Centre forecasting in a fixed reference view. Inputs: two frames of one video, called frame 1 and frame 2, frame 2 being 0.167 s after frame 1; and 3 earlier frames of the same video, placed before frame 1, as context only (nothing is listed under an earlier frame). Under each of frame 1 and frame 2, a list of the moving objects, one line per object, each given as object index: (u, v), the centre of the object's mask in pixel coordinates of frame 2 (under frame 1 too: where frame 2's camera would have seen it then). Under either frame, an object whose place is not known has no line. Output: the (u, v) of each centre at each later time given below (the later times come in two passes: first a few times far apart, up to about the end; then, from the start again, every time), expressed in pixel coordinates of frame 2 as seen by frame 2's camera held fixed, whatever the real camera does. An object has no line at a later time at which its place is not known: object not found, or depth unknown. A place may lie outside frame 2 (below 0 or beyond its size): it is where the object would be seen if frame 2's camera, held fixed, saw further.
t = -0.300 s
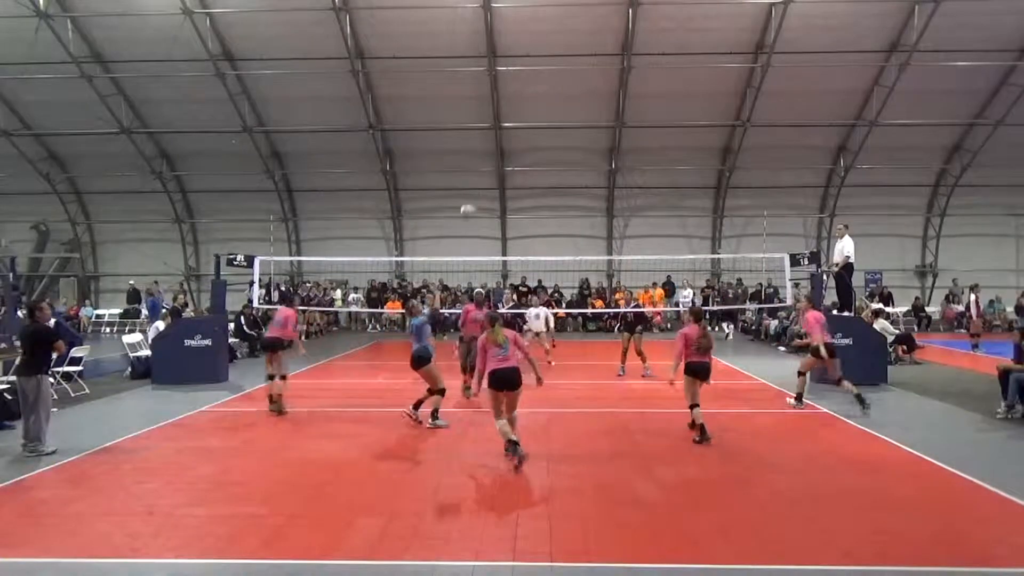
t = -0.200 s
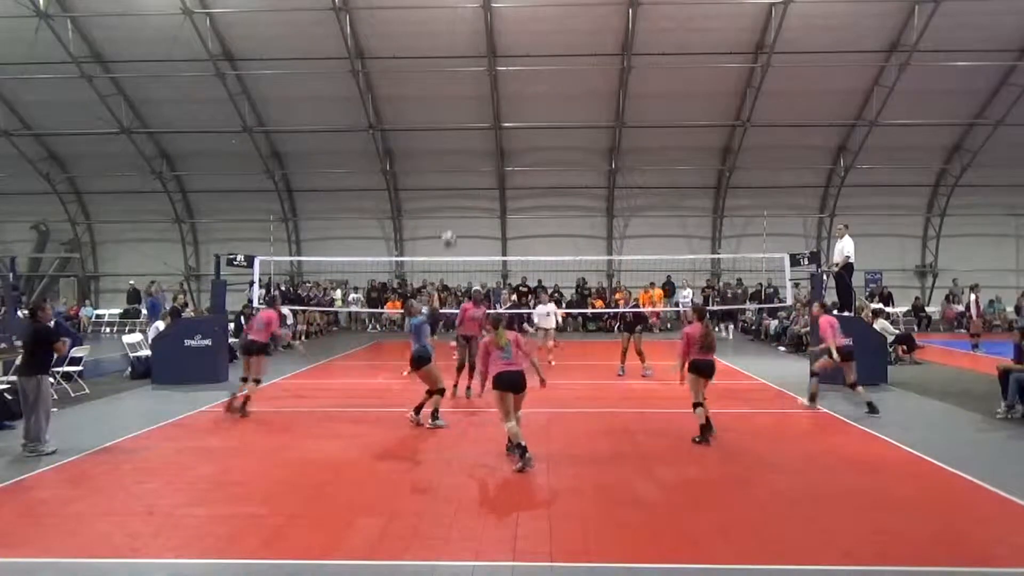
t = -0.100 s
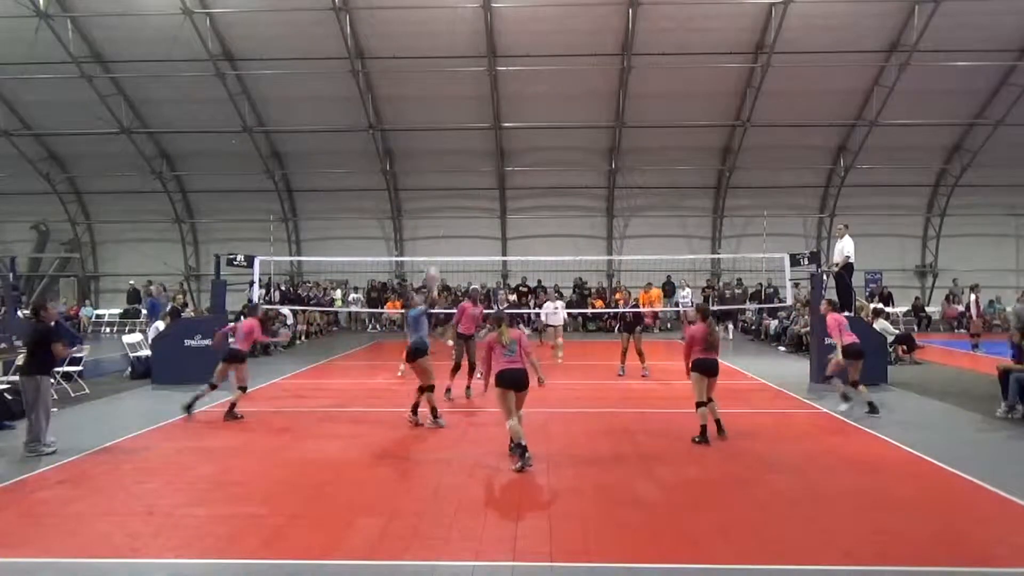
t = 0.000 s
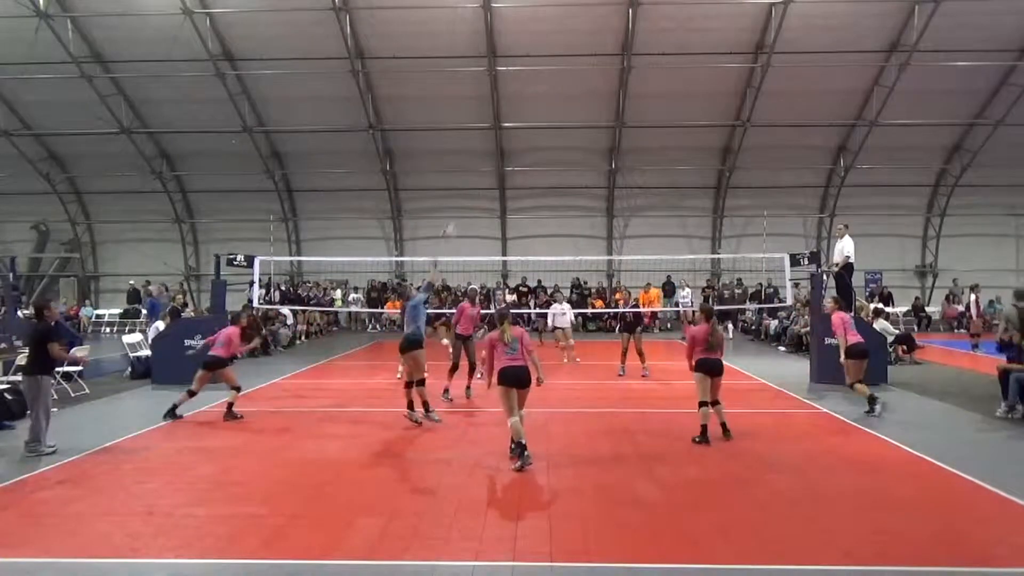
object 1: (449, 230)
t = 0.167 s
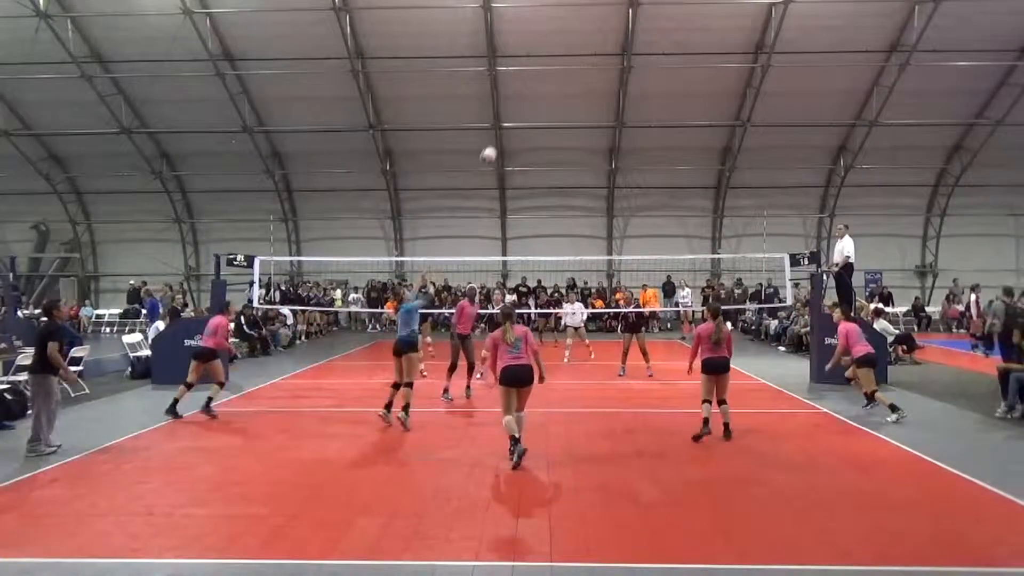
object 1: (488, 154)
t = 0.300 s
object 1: (518, 110)
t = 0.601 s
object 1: (575, 66)
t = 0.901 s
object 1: (625, 83)
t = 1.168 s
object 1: (664, 140)
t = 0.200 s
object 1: (496, 142)
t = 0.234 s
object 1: (504, 130)
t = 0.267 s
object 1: (511, 119)
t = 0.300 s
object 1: (518, 110)
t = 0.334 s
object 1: (525, 102)
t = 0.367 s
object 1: (531, 94)
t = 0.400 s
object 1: (538, 88)
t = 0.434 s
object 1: (544, 82)
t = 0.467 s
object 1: (550, 78)
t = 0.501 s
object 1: (557, 74)
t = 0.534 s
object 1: (564, 71)
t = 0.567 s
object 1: (570, 68)
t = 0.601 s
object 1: (575, 66)
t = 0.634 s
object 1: (581, 65)
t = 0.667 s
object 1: (587, 66)
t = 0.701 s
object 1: (593, 66)
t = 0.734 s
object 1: (598, 68)
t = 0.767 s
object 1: (604, 70)
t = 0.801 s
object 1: (610, 72)
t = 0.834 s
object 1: (615, 75)
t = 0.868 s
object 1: (620, 79)
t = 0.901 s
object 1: (625, 83)
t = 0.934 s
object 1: (631, 88)
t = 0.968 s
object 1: (635, 95)
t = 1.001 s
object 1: (640, 101)
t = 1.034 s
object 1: (646, 107)
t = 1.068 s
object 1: (651, 115)
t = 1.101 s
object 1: (656, 123)
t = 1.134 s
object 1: (660, 130)
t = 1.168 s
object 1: (664, 140)
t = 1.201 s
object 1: (669, 150)
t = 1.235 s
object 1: (673, 160)
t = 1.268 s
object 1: (677, 171)
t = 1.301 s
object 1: (682, 182)
